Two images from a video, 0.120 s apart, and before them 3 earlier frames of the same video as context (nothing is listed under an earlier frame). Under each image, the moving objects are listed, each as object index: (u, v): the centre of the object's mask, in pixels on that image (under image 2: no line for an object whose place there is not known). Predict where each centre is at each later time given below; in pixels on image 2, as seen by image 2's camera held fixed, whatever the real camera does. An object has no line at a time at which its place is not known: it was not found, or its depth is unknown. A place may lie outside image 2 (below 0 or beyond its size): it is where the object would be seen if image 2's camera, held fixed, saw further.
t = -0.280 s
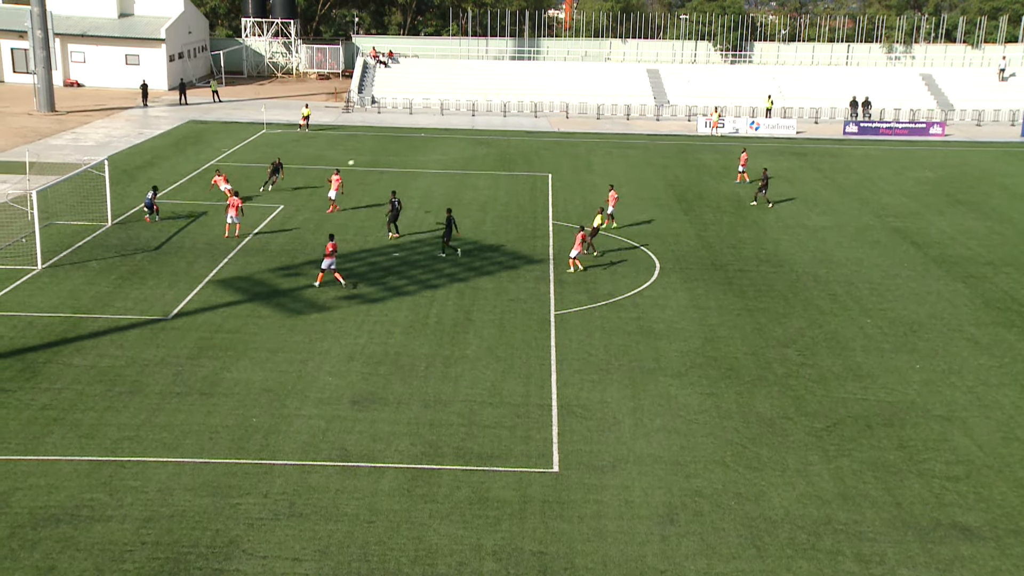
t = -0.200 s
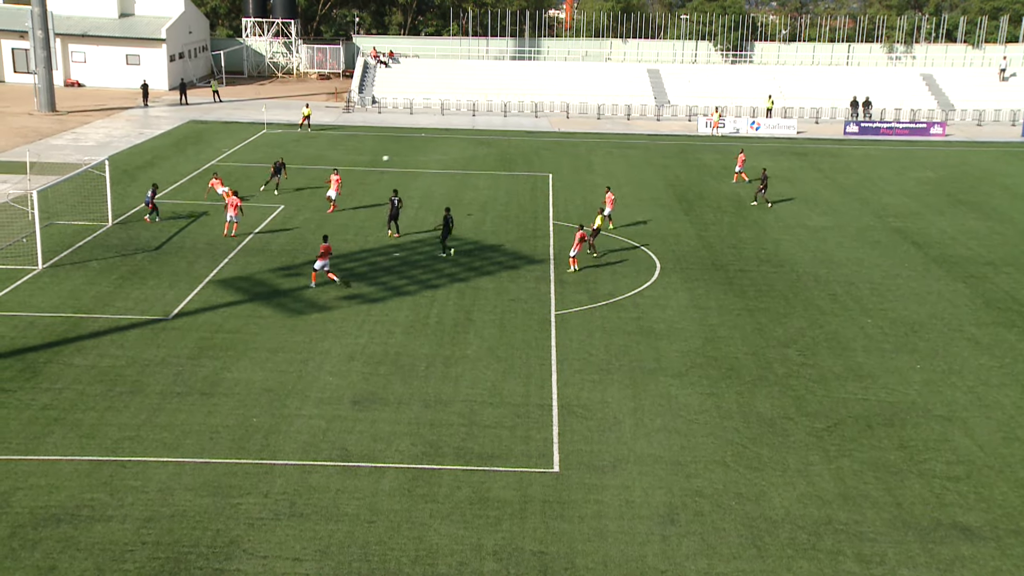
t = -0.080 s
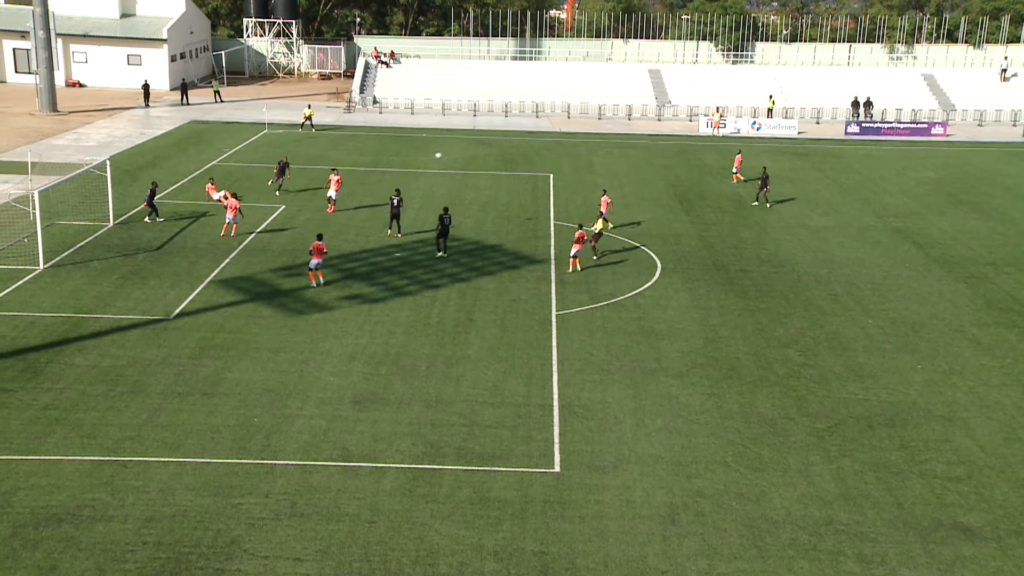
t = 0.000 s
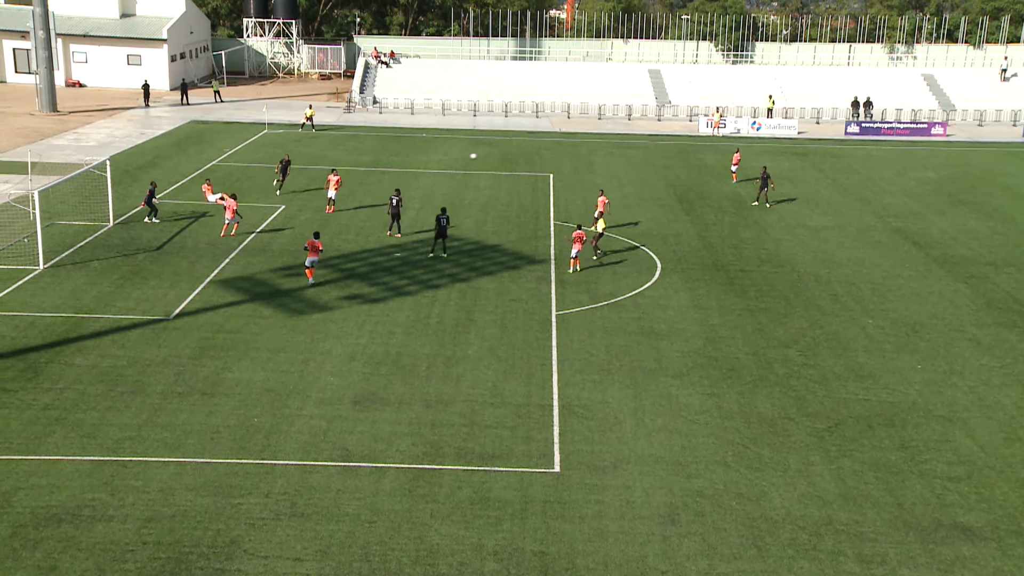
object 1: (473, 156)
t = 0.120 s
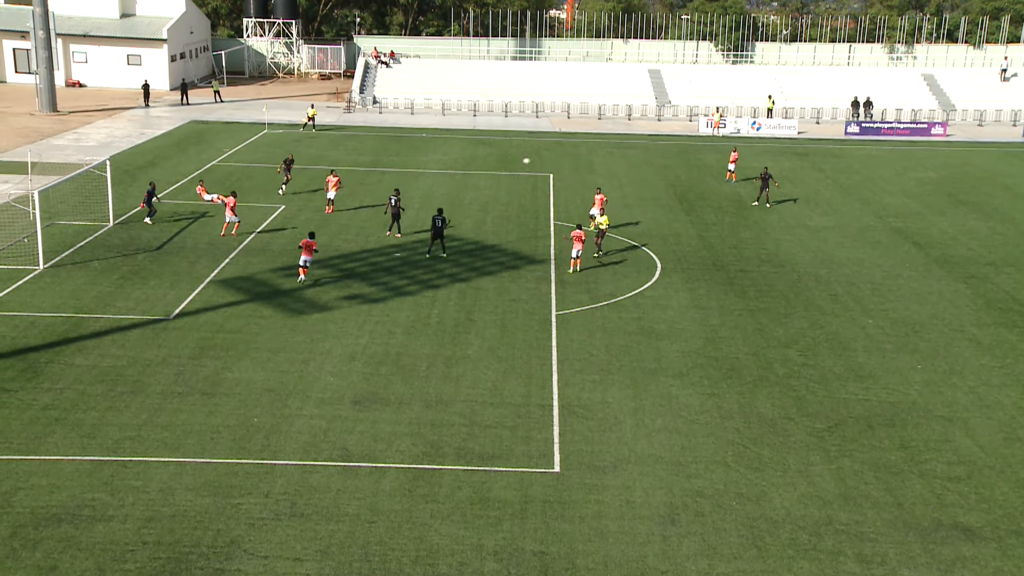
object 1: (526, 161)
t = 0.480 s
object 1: (686, 205)
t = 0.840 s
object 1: (833, 269)
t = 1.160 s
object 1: (925, 234)
